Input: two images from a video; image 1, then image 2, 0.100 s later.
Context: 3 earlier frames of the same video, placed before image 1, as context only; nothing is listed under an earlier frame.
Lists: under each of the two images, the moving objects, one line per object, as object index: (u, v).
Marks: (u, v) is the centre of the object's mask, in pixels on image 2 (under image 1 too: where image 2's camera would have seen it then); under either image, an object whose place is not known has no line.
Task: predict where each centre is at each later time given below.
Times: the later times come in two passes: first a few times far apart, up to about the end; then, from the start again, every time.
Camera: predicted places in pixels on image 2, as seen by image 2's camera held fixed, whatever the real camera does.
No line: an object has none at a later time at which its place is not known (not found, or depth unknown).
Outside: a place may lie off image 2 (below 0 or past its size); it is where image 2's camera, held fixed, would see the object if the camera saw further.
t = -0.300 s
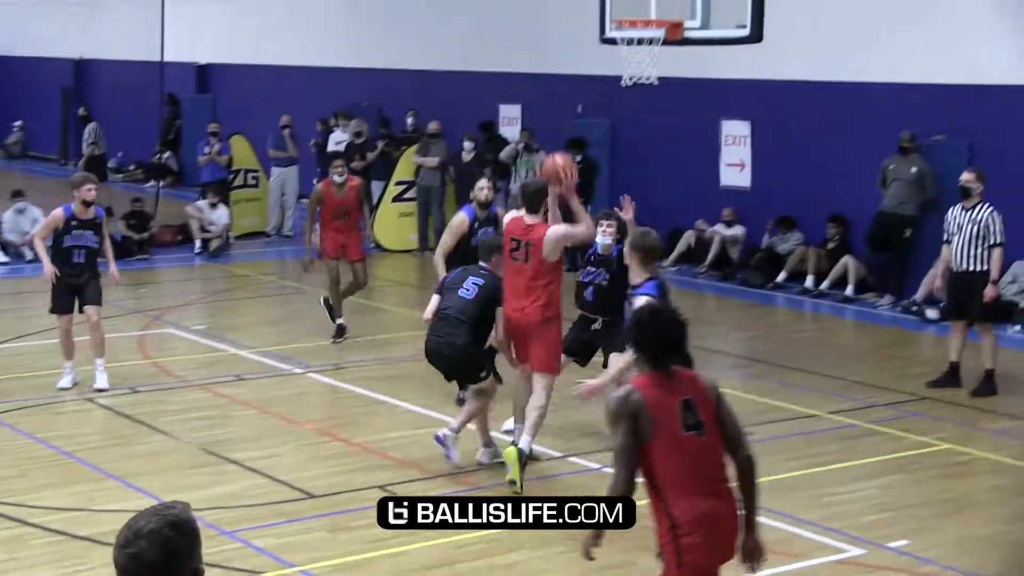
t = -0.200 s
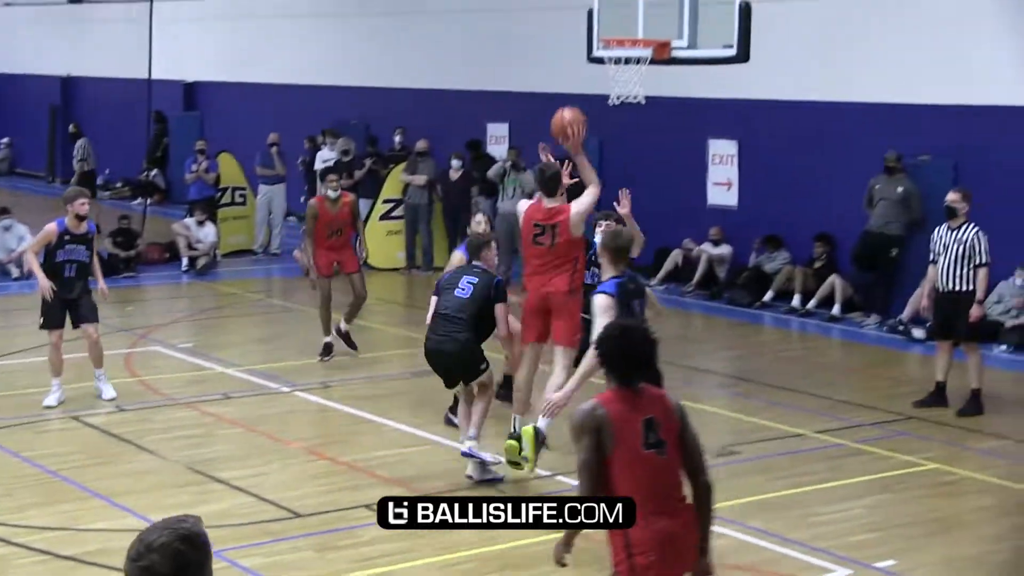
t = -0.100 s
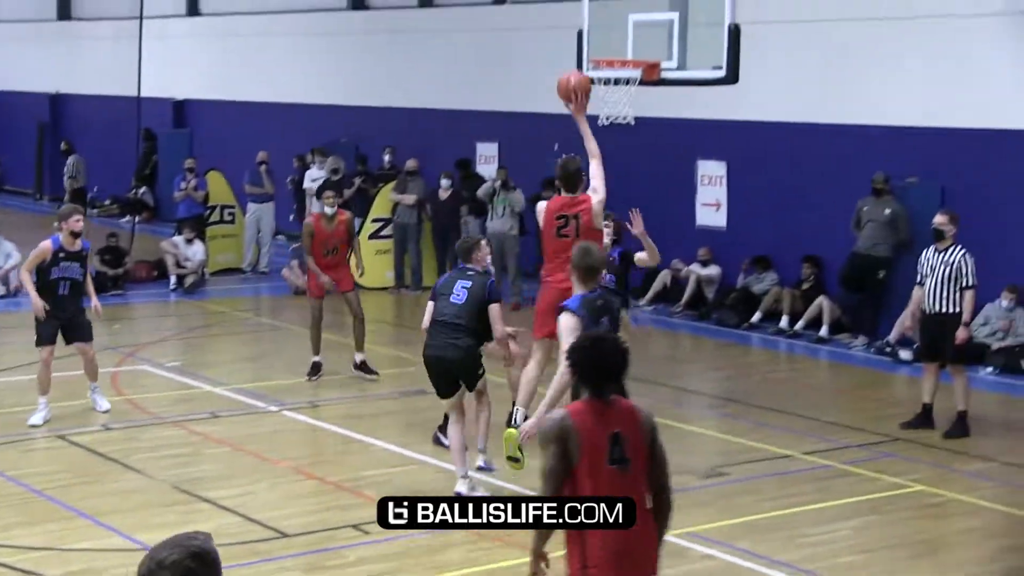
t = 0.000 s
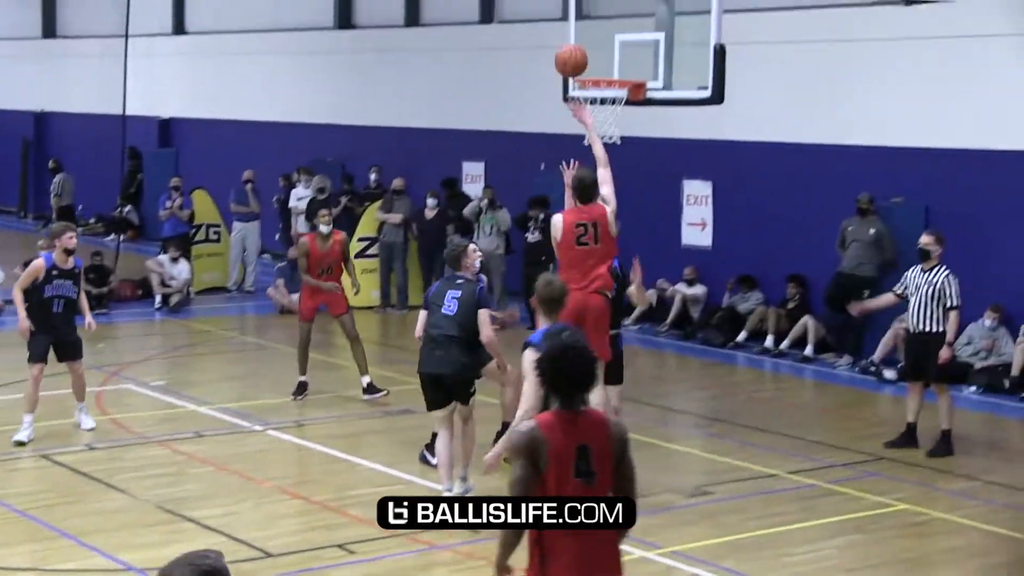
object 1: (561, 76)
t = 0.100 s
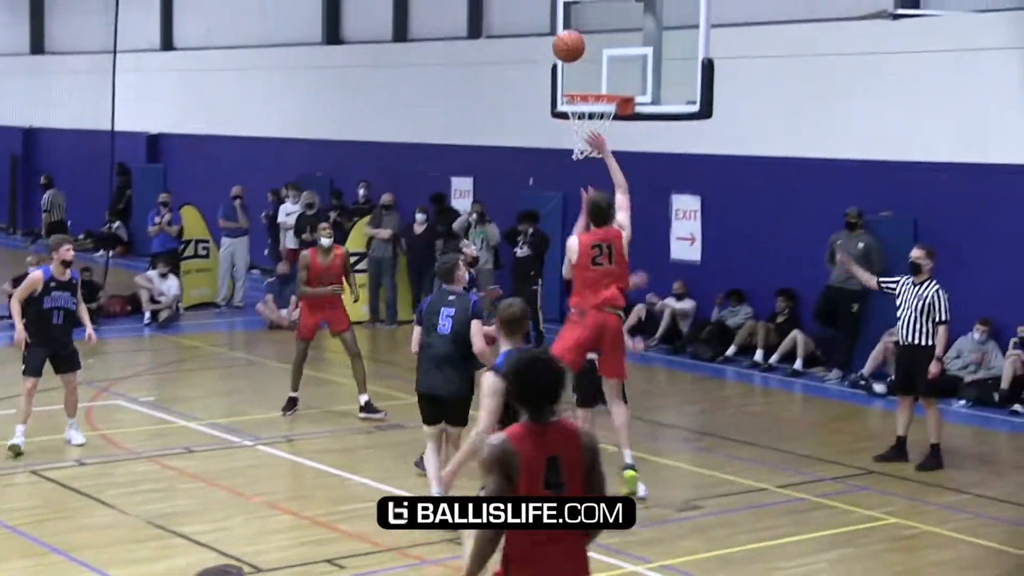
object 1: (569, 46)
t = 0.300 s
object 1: (585, 30)
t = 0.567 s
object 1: (601, 82)
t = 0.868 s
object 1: (585, 97)
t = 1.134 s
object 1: (588, 123)
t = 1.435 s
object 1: (601, 186)
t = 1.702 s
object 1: (610, 327)
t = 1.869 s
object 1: (612, 439)
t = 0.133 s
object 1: (571, 39)
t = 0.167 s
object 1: (574, 34)
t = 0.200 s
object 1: (577, 31)
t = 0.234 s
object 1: (580, 29)
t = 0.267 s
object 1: (583, 29)
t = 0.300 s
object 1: (585, 30)
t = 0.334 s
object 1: (587, 32)
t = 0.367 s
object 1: (589, 35)
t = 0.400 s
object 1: (591, 40)
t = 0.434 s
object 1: (593, 46)
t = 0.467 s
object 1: (595, 54)
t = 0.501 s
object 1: (597, 62)
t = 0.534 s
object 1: (599, 72)
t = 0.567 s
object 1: (601, 82)
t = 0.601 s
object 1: (601, 87)
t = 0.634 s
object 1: (589, 91)
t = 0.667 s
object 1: (578, 94)
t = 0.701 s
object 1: (588, 94)
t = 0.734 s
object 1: (600, 94)
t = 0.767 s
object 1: (602, 94)
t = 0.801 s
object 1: (595, 94)
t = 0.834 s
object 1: (589, 96)
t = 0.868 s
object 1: (585, 97)
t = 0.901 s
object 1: (585, 98)
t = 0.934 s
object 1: (585, 100)
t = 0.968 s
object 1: (583, 106)
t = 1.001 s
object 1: (582, 112)
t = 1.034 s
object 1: (582, 115)
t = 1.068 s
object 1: (584, 117)
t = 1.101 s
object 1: (586, 120)
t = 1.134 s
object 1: (588, 123)
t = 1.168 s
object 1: (589, 125)
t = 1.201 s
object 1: (591, 128)
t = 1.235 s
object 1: (593, 135)
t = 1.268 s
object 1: (595, 139)
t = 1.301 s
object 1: (596, 151)
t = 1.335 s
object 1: (598, 156)
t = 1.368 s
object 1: (598, 164)
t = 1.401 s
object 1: (600, 174)
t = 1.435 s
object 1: (601, 186)
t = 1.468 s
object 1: (602, 200)
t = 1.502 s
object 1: (603, 214)
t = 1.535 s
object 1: (604, 230)
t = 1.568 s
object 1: (605, 247)
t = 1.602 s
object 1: (606, 265)
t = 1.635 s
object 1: (607, 284)
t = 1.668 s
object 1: (609, 305)
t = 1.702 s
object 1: (610, 327)
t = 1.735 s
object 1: (610, 351)
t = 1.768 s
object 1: (612, 374)
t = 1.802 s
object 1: (613, 400)
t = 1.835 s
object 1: (611, 425)
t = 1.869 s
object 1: (612, 439)
